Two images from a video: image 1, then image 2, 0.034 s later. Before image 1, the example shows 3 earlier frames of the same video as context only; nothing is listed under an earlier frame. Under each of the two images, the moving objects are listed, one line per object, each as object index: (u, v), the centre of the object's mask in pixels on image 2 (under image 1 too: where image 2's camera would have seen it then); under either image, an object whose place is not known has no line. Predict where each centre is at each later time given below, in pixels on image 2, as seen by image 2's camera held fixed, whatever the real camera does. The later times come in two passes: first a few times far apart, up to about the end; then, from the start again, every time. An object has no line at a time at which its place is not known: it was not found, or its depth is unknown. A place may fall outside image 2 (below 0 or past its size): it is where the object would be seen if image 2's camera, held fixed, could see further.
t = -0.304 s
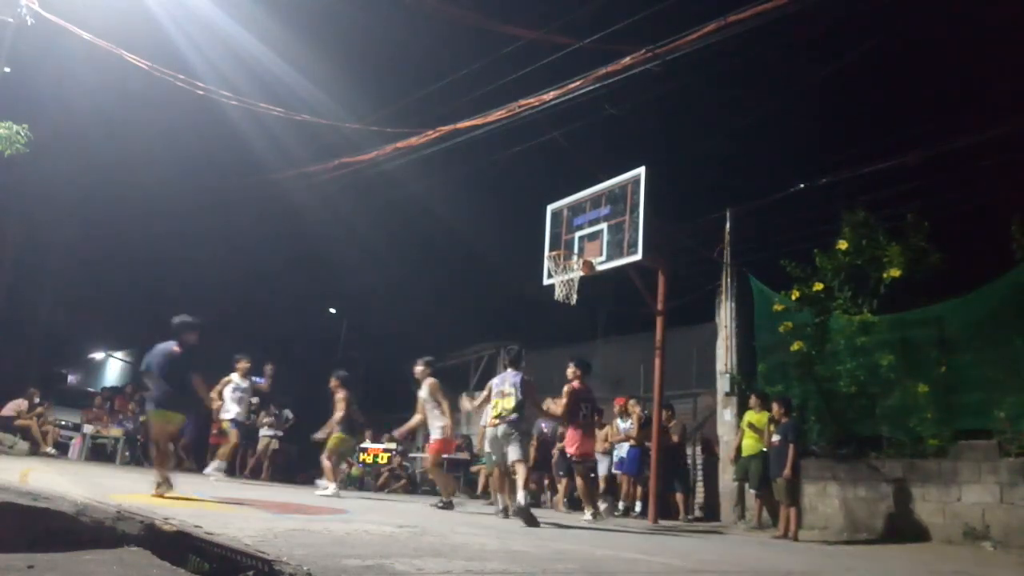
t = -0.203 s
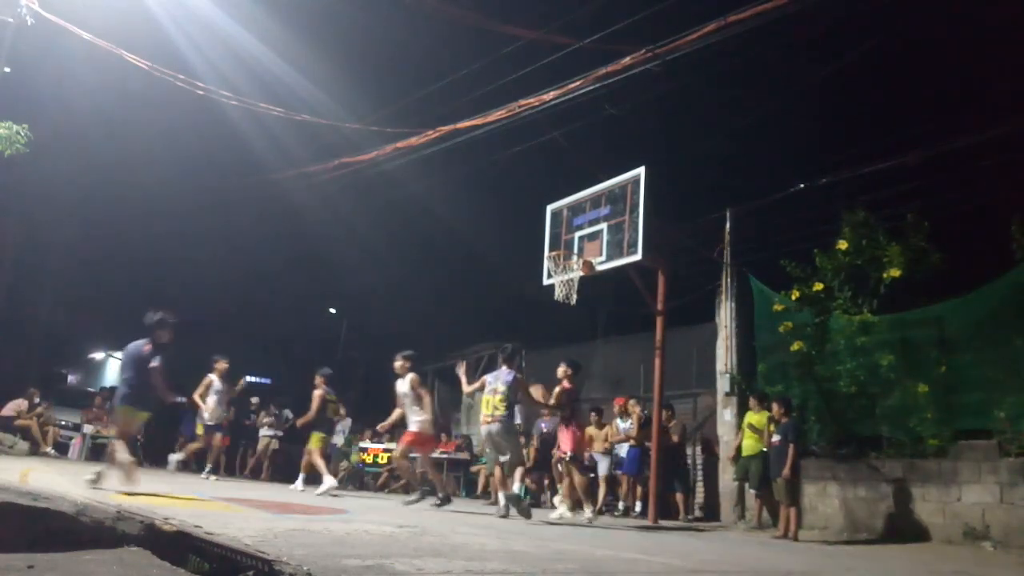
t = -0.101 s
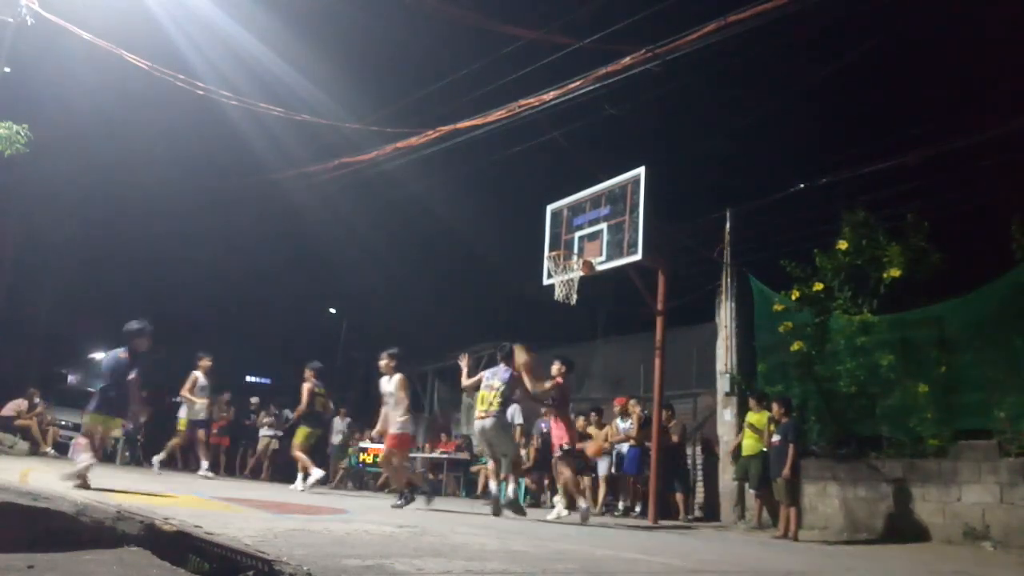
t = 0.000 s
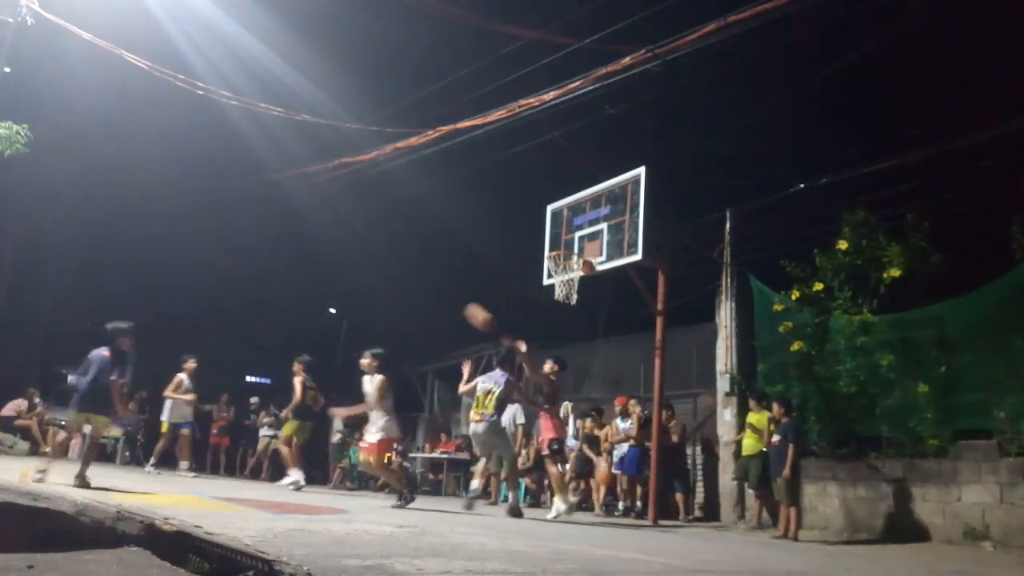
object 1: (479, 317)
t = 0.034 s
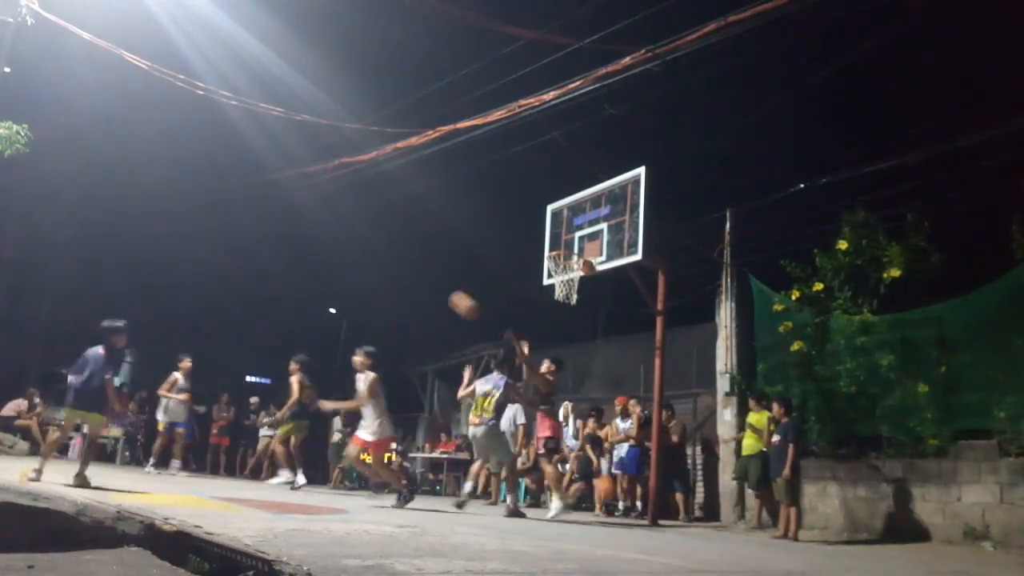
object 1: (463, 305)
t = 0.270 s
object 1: (355, 243)
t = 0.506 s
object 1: (239, 225)
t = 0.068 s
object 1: (448, 294)
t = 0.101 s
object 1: (433, 283)
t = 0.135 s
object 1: (418, 274)
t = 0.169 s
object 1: (403, 265)
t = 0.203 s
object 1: (388, 257)
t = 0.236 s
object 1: (371, 250)
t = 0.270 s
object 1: (355, 243)
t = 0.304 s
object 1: (339, 238)
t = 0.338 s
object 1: (323, 234)
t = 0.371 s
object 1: (306, 230)
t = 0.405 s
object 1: (289, 227)
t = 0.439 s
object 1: (274, 226)
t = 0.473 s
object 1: (256, 225)
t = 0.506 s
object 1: (239, 225)
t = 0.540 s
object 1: (221, 226)
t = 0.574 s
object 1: (203, 228)
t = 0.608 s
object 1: (185, 231)
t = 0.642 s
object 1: (167, 235)
